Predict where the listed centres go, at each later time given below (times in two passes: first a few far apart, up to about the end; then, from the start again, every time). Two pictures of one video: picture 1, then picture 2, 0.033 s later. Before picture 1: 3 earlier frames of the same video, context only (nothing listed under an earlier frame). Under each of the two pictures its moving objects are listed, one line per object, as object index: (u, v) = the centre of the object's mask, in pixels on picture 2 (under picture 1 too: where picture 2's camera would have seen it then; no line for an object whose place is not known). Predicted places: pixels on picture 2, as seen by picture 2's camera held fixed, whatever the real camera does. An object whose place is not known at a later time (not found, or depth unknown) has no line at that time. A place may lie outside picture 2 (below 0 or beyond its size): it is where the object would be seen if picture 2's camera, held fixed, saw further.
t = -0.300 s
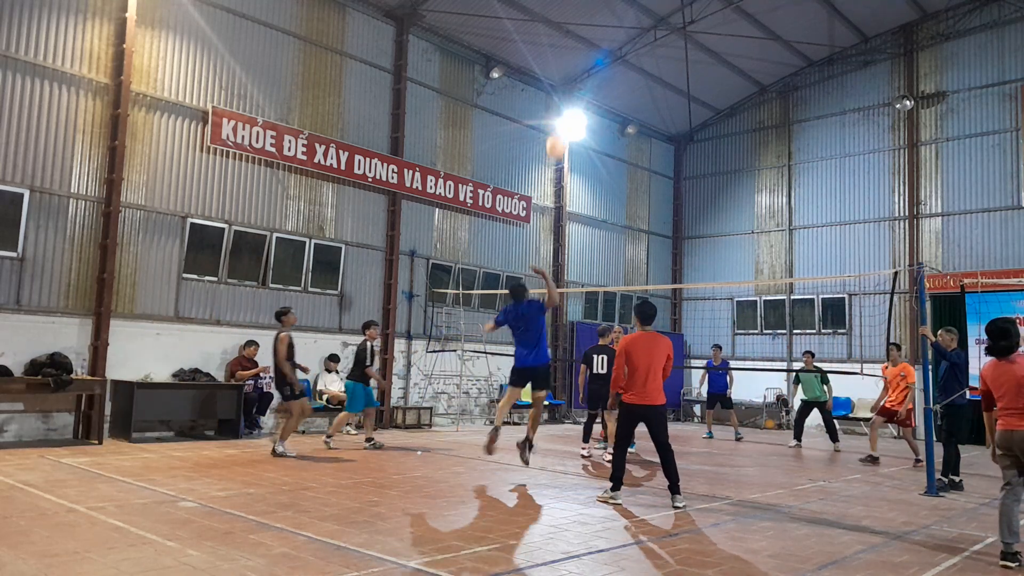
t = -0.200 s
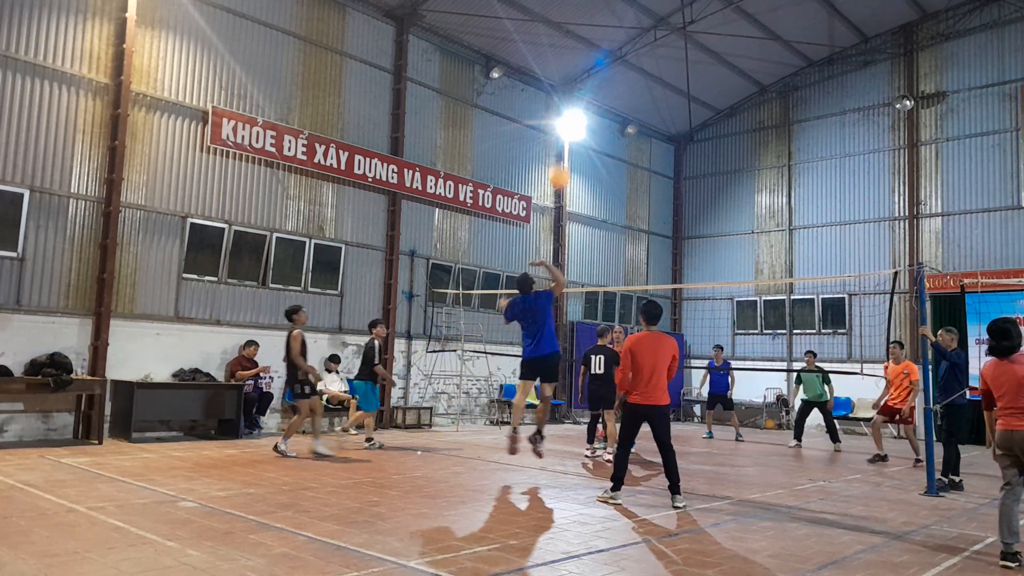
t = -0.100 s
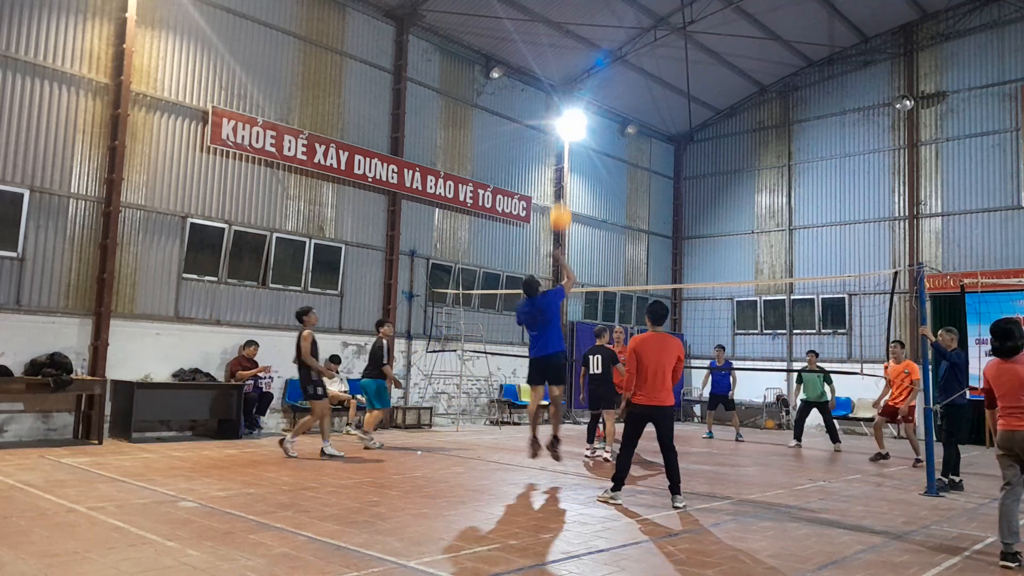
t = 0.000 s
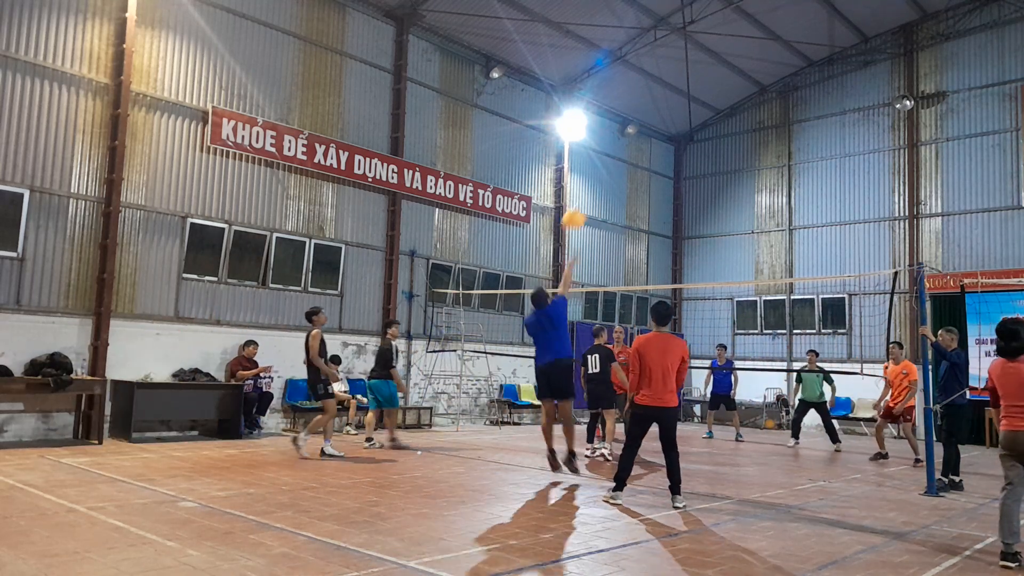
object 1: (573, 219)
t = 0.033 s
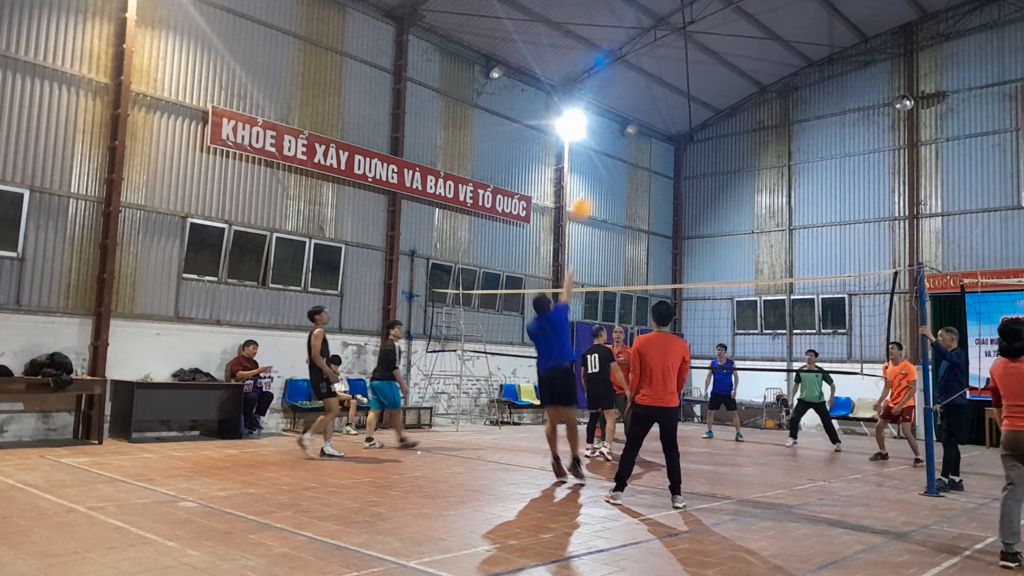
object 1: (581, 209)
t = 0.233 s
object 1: (619, 168)
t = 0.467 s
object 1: (652, 169)
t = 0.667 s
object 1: (675, 201)
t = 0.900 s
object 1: (697, 264)
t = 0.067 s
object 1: (590, 197)
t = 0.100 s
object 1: (596, 188)
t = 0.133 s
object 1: (602, 181)
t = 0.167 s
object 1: (608, 176)
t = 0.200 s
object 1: (614, 171)
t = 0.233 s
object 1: (619, 168)
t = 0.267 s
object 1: (624, 165)
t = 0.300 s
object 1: (630, 164)
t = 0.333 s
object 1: (635, 163)
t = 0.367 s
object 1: (639, 163)
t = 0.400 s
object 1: (644, 165)
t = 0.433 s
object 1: (648, 167)
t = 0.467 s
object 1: (652, 169)
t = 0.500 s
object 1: (657, 173)
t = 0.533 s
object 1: (661, 177)
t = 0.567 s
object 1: (664, 182)
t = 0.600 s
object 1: (668, 188)
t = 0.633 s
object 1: (672, 194)
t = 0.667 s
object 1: (675, 201)
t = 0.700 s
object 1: (678, 208)
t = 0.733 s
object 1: (682, 216)
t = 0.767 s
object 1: (685, 225)
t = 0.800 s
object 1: (688, 234)
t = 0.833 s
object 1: (691, 244)
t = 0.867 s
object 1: (694, 253)
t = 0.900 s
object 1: (697, 264)
